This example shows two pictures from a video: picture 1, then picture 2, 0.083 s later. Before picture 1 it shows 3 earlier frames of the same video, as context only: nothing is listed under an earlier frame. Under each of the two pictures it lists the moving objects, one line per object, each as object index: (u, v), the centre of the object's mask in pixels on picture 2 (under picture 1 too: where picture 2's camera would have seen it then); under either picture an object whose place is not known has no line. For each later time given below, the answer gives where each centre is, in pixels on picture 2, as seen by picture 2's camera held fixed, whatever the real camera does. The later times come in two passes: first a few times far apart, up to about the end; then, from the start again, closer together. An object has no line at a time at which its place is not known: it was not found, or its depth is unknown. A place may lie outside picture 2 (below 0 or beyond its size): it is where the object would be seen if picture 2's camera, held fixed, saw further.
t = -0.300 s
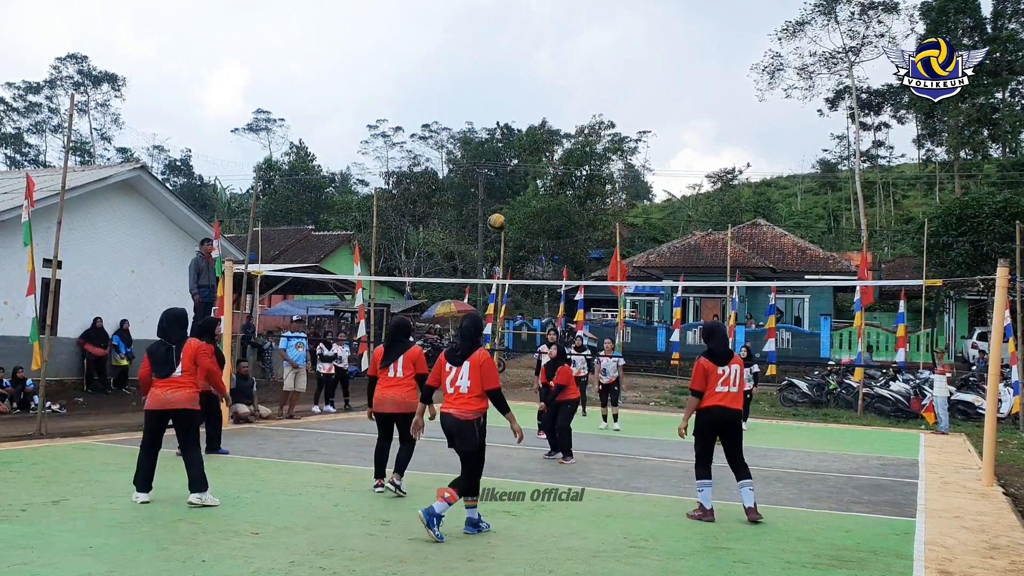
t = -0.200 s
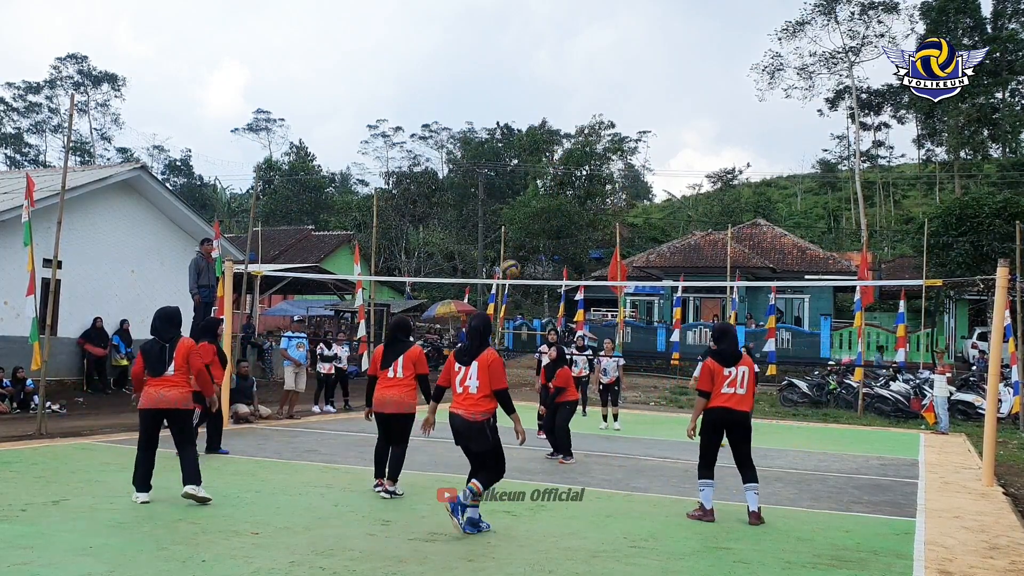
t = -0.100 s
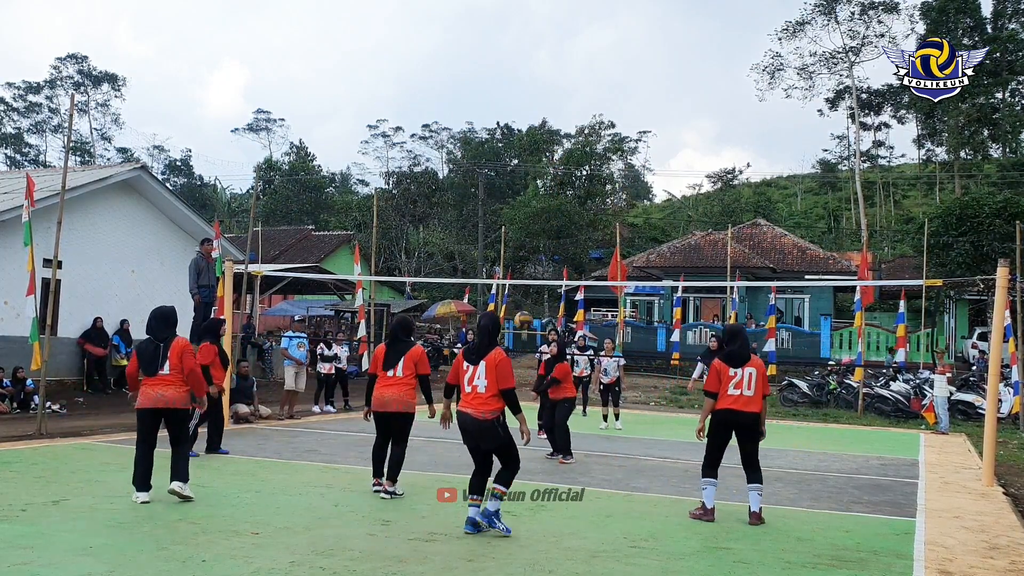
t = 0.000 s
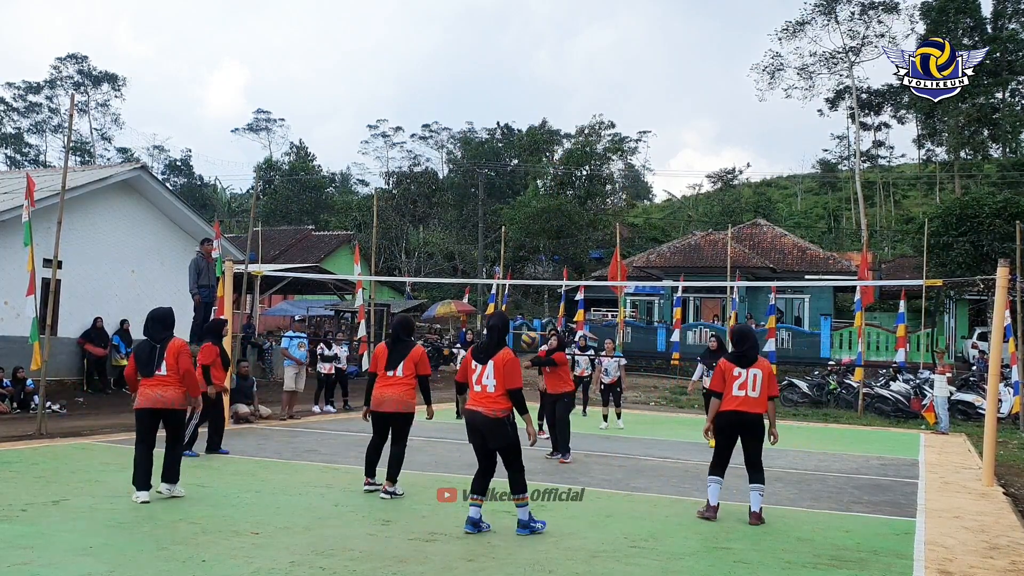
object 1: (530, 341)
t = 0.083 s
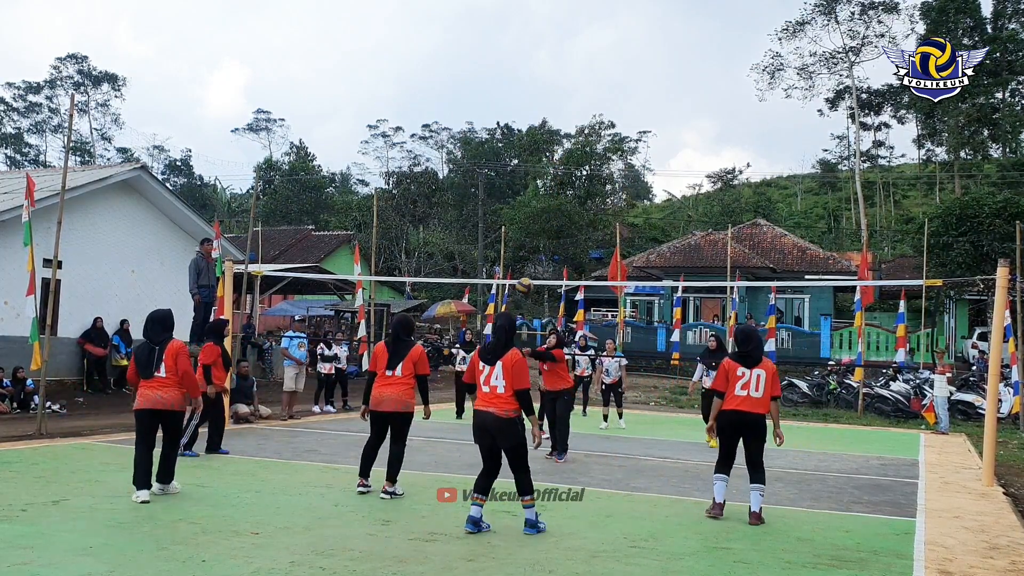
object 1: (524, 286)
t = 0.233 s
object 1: (513, 205)
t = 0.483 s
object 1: (492, 110)
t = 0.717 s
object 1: (467, 69)
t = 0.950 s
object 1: (439, 79)
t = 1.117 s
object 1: (417, 119)
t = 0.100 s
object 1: (523, 277)
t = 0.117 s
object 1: (523, 267)
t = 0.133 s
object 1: (521, 257)
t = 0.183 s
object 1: (518, 230)
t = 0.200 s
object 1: (516, 222)
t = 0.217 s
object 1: (515, 213)
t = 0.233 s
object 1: (513, 205)
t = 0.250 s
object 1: (512, 197)
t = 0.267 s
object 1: (511, 189)
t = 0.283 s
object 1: (510, 182)
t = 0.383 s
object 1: (501, 142)
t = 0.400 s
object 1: (500, 136)
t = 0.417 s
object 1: (498, 130)
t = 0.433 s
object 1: (496, 125)
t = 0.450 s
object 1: (495, 120)
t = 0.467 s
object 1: (493, 115)
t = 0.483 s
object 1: (492, 110)
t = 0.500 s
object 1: (490, 106)
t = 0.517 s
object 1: (488, 101)
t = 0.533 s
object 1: (487, 97)
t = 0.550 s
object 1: (485, 94)
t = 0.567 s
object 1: (483, 90)
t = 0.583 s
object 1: (482, 87)
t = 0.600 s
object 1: (480, 84)
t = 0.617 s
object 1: (478, 81)
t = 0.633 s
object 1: (476, 79)
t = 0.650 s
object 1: (475, 76)
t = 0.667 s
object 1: (473, 74)
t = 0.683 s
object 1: (471, 72)
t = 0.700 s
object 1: (469, 71)
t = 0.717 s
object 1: (467, 69)
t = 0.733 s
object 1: (466, 68)
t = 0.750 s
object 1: (464, 68)
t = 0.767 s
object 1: (462, 67)
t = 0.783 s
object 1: (460, 67)
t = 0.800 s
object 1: (458, 67)
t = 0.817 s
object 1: (456, 67)
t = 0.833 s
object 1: (454, 68)
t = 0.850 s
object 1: (452, 69)
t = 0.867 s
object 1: (450, 70)
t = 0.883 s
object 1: (448, 71)
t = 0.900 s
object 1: (446, 73)
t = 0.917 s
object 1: (444, 74)
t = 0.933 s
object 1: (441, 77)
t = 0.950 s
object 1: (439, 79)
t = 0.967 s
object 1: (437, 82)
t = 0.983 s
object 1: (435, 85)
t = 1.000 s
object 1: (433, 88)
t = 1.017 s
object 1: (431, 92)
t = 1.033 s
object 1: (428, 95)
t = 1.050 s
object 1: (426, 100)
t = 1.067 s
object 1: (424, 104)
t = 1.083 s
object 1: (422, 109)
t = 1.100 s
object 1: (420, 114)
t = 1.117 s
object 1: (417, 119)
